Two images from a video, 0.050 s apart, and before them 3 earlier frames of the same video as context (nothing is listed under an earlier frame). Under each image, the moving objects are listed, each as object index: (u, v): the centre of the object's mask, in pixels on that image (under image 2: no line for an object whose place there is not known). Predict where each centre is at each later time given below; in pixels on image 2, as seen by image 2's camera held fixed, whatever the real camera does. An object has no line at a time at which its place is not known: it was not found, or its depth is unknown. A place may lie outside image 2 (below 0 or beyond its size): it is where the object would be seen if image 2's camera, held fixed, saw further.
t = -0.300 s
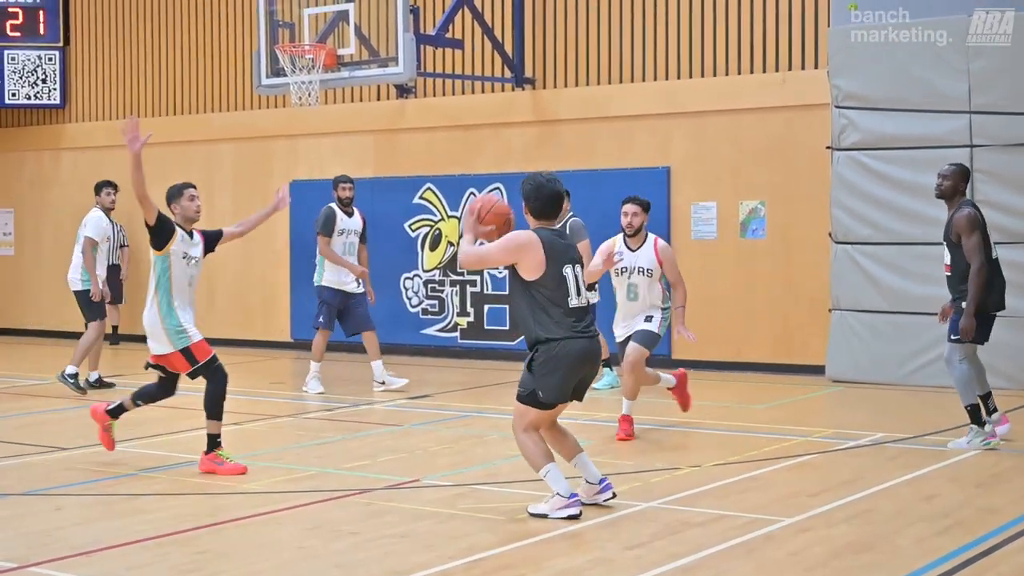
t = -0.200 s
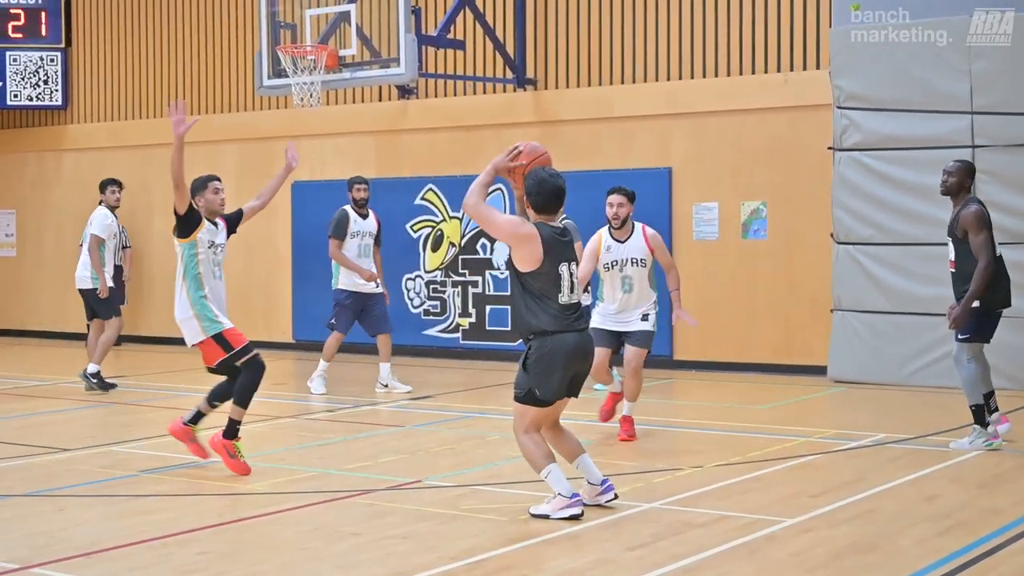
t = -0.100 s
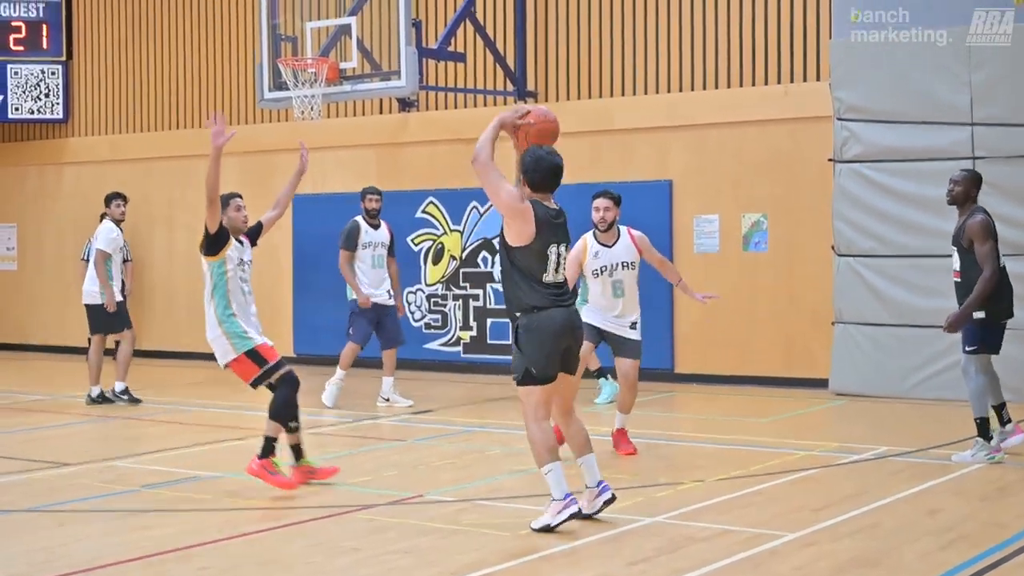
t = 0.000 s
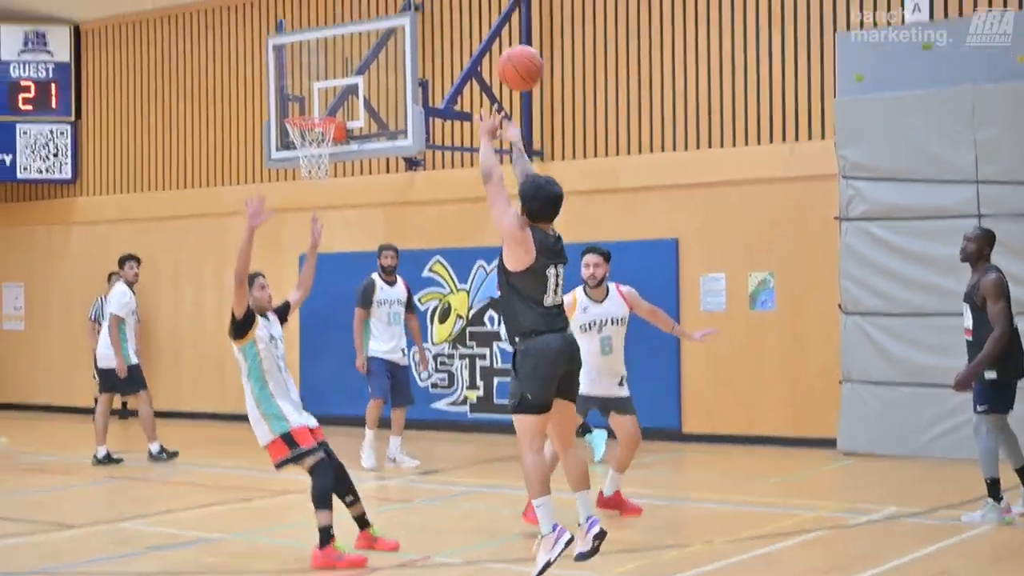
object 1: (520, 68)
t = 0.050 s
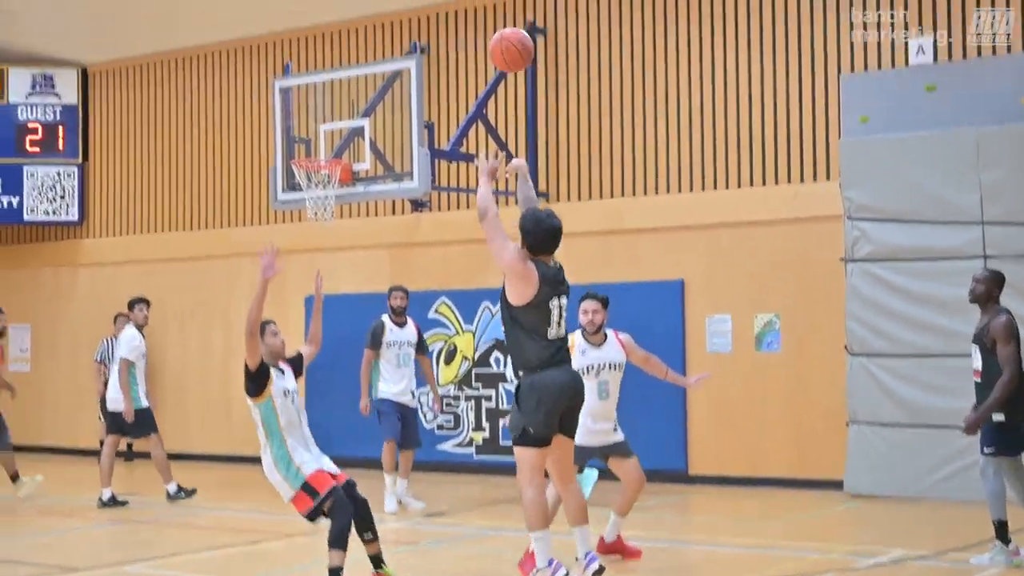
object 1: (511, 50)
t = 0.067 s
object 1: (507, 31)
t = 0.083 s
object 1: (502, 13)
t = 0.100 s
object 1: (497, -3)
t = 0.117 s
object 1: (493, -19)
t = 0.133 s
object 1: (489, -33)
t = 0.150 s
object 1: (485, -48)
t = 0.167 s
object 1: (481, -61)
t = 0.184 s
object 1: (477, -74)
